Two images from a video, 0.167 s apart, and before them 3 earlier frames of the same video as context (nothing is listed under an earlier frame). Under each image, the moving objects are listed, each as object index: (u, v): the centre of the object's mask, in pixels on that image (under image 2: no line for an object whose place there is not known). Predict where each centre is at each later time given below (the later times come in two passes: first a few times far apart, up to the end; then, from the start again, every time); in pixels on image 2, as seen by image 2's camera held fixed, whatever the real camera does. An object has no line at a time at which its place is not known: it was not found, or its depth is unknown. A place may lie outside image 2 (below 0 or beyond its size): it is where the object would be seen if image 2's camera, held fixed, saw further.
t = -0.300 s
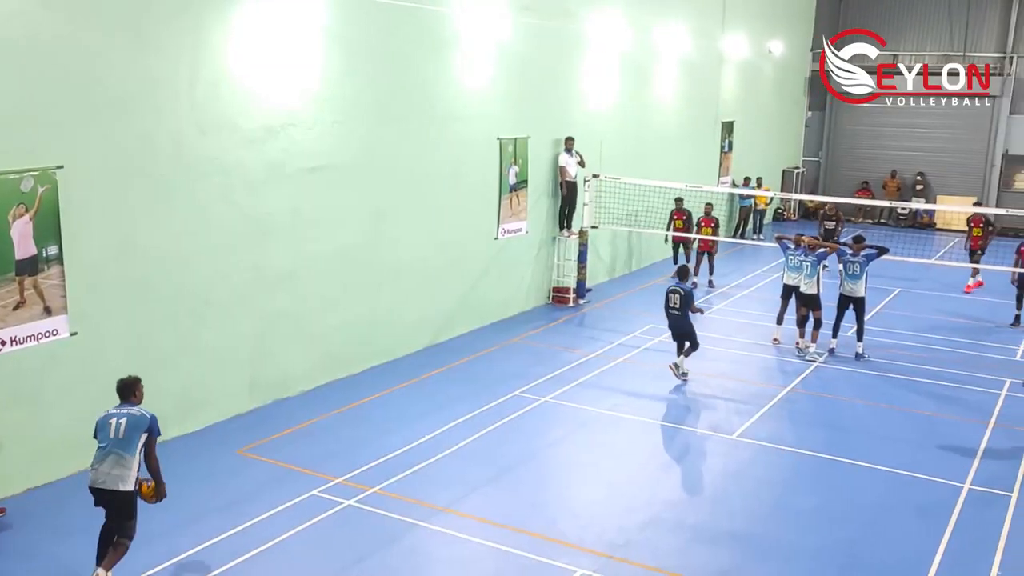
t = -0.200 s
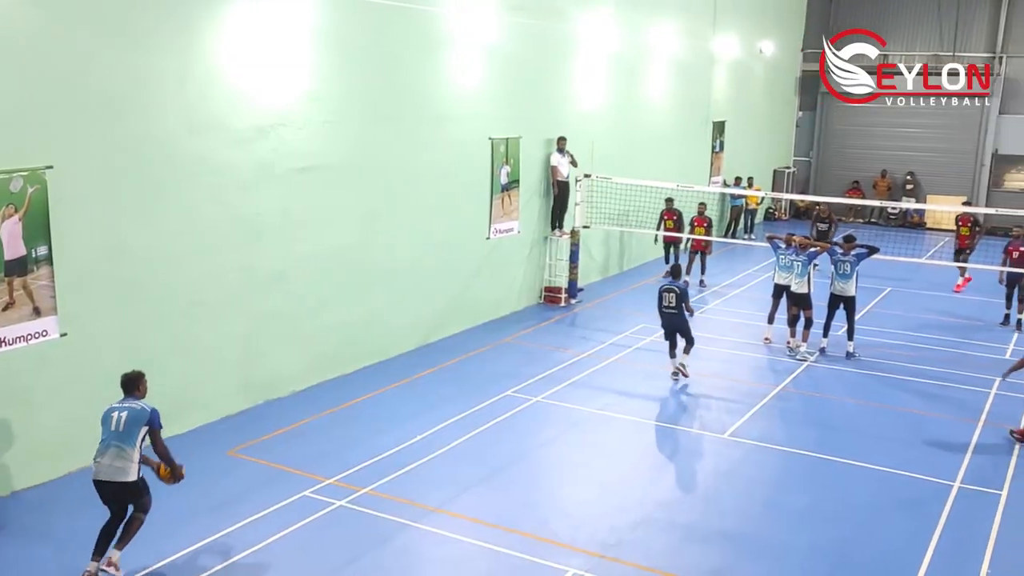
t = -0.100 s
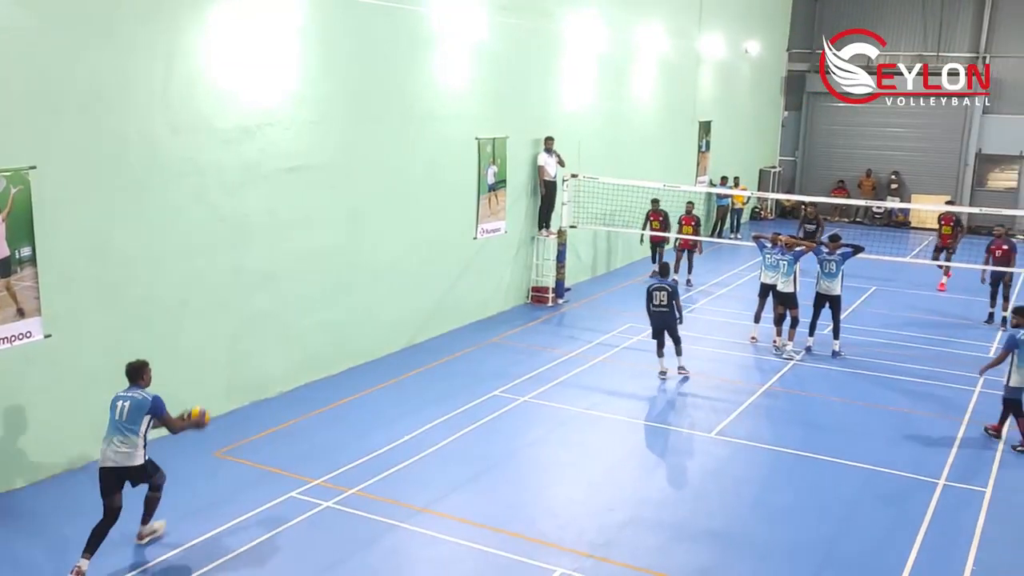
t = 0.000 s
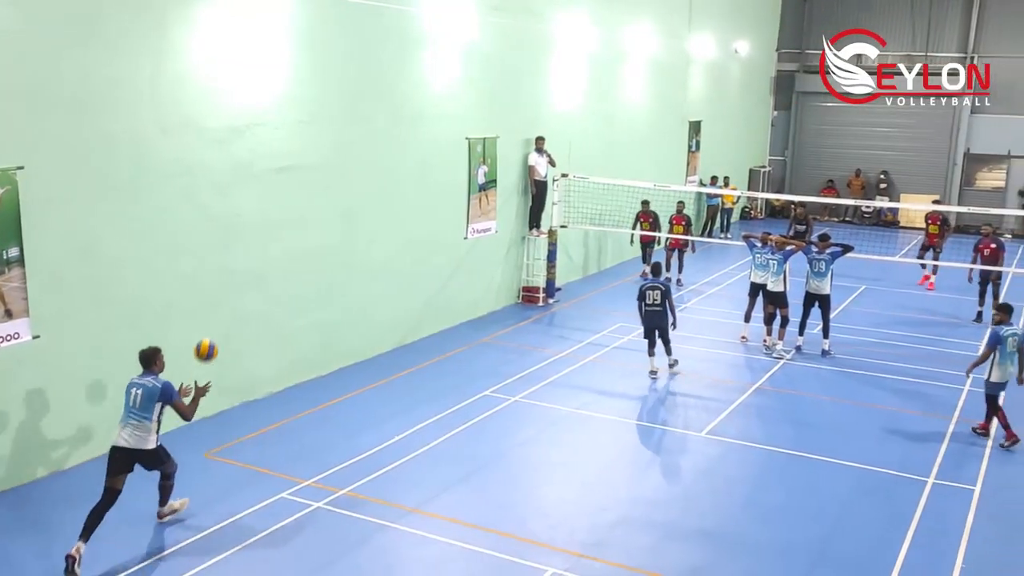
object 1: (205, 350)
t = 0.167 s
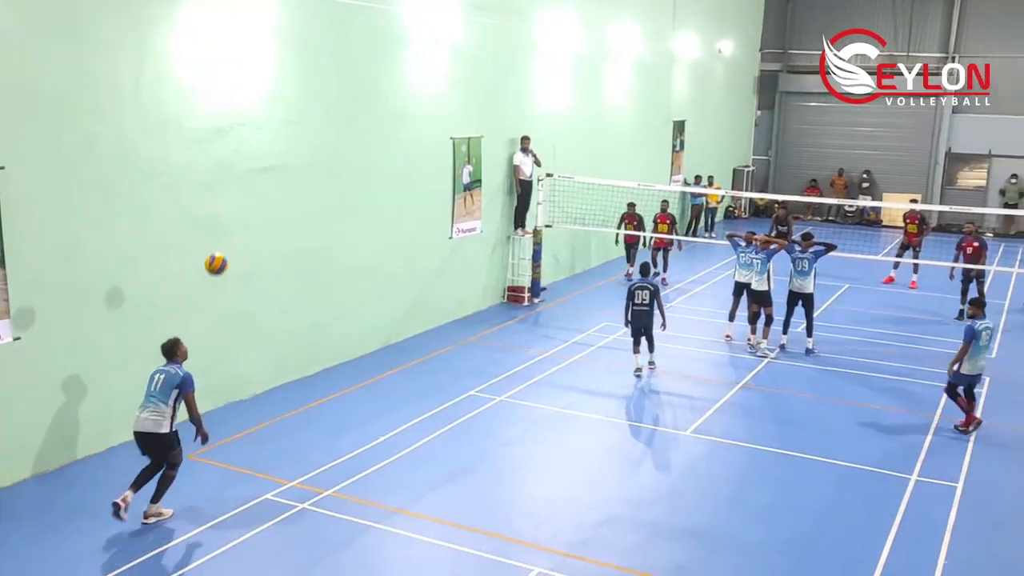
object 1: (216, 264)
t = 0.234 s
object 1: (226, 238)
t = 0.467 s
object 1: (259, 187)
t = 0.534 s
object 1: (268, 183)
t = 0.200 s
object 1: (221, 250)
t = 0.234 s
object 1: (226, 238)
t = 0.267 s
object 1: (230, 227)
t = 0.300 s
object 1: (235, 217)
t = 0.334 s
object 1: (240, 209)
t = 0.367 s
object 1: (245, 202)
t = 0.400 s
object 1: (250, 196)
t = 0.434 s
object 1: (254, 191)
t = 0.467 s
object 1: (259, 187)
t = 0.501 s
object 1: (263, 185)
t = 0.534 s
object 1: (268, 183)
